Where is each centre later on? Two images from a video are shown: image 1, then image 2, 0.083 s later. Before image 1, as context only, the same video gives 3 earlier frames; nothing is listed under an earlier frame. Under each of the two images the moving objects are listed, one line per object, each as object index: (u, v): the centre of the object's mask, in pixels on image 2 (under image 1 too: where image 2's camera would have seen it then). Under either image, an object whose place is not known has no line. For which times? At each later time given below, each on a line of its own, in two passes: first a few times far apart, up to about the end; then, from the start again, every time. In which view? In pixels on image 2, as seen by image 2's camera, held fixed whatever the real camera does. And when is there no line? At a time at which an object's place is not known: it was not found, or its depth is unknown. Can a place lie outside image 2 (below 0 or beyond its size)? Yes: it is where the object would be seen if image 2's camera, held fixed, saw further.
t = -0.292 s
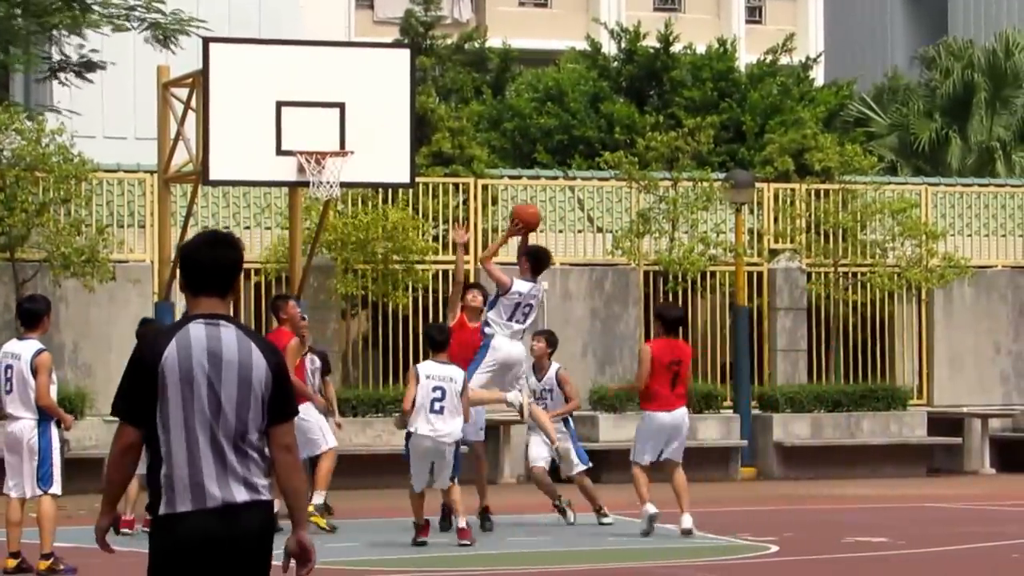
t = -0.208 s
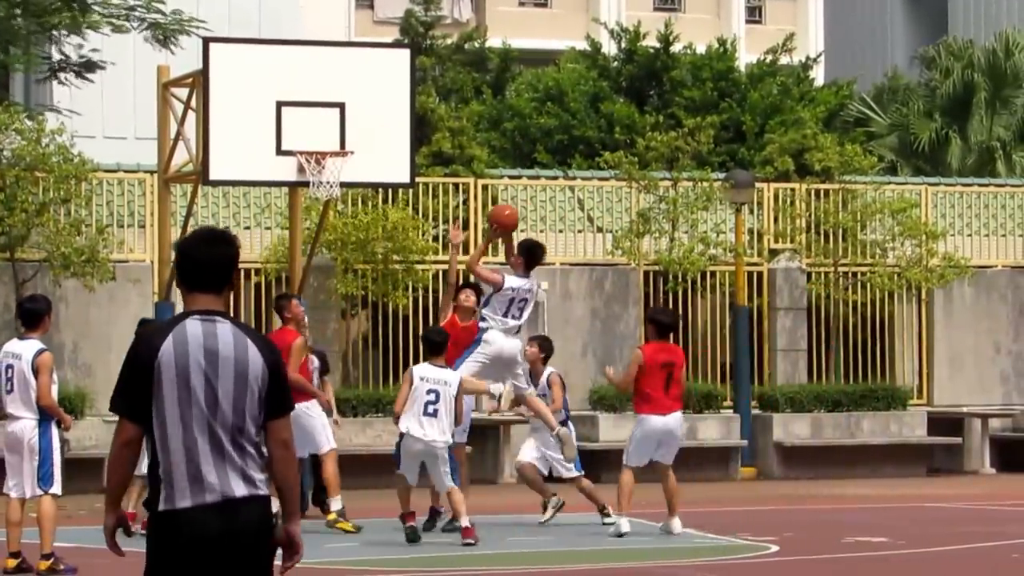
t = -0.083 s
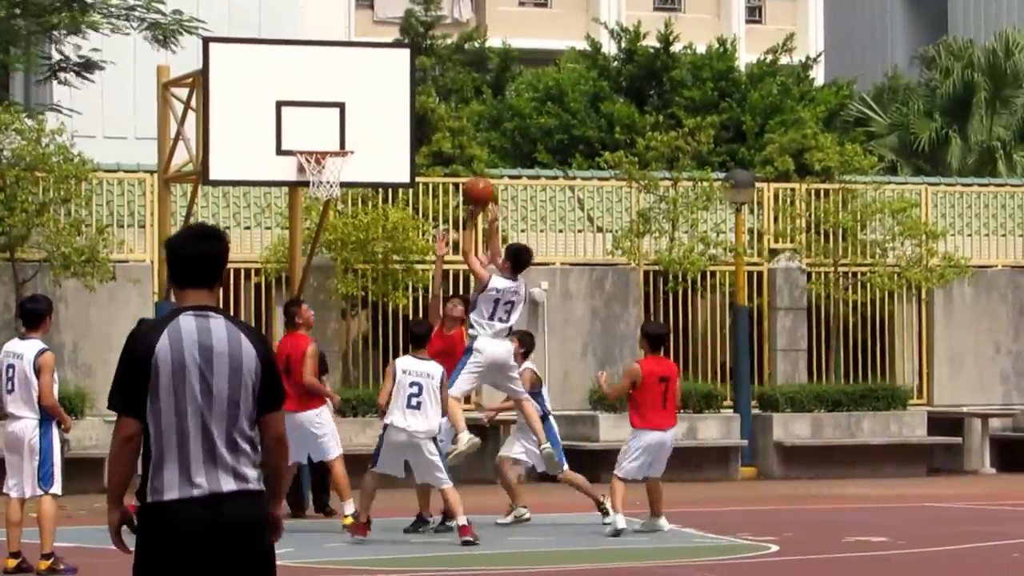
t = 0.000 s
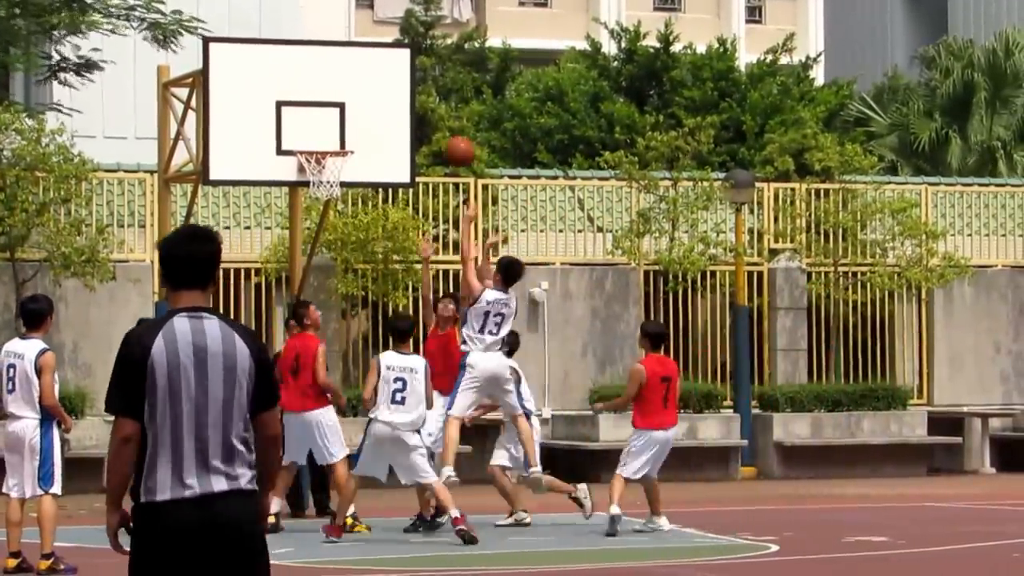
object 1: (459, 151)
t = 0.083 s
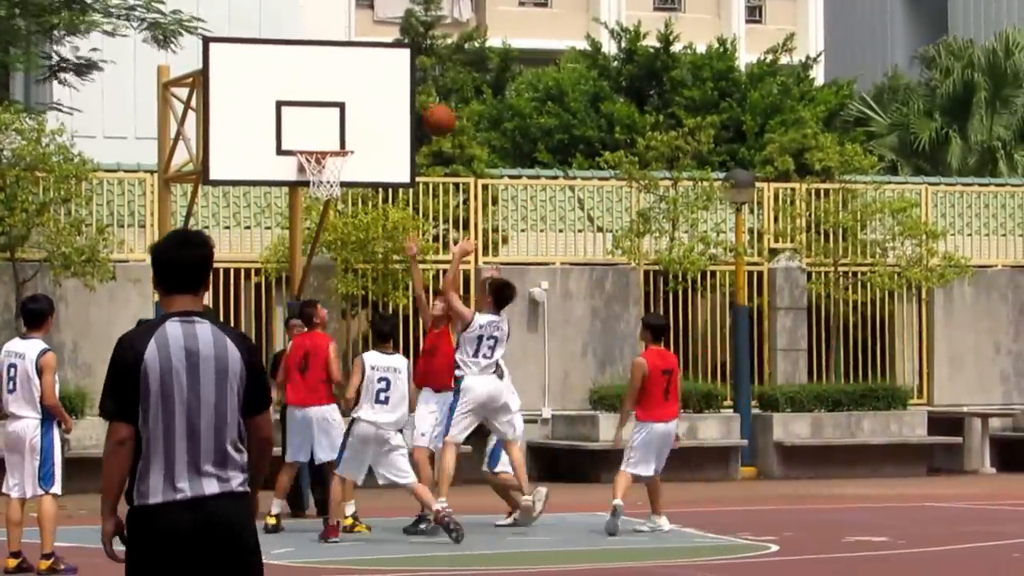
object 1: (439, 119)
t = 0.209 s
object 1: (410, 91)
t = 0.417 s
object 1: (365, 84)
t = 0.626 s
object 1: (321, 130)
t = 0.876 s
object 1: (318, 183)
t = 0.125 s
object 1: (431, 107)
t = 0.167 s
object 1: (421, 99)
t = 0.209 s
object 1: (410, 91)
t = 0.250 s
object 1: (400, 85)
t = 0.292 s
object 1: (392, 82)
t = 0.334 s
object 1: (383, 81)
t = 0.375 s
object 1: (374, 81)
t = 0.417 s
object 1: (365, 84)
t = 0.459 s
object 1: (356, 89)
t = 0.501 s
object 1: (347, 96)
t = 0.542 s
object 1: (338, 106)
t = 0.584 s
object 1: (330, 117)
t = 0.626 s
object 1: (321, 130)
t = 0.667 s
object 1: (312, 141)
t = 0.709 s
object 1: (323, 148)
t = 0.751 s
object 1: (337, 156)
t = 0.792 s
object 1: (331, 164)
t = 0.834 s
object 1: (327, 168)
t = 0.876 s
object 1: (318, 183)
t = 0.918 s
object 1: (313, 200)
